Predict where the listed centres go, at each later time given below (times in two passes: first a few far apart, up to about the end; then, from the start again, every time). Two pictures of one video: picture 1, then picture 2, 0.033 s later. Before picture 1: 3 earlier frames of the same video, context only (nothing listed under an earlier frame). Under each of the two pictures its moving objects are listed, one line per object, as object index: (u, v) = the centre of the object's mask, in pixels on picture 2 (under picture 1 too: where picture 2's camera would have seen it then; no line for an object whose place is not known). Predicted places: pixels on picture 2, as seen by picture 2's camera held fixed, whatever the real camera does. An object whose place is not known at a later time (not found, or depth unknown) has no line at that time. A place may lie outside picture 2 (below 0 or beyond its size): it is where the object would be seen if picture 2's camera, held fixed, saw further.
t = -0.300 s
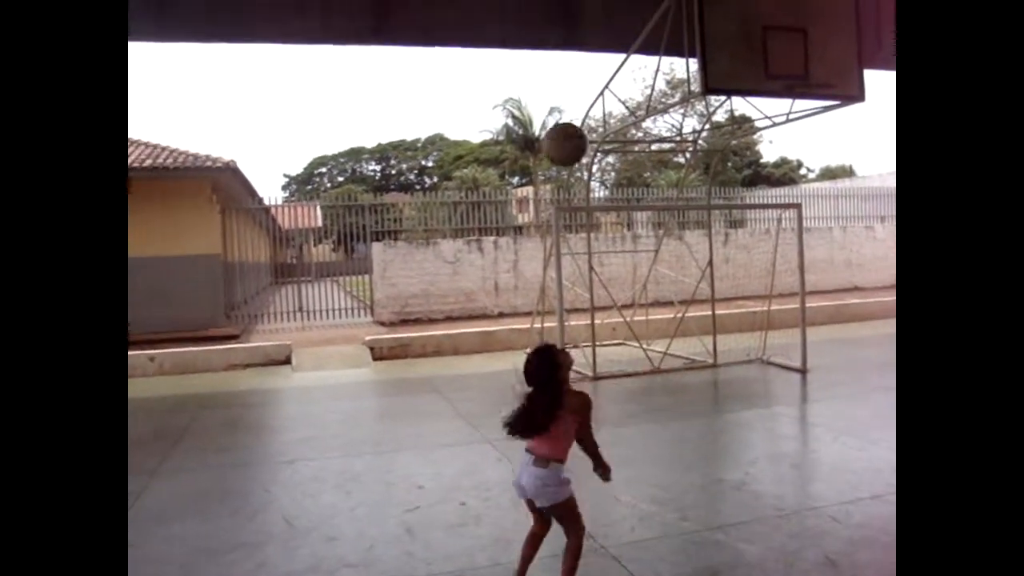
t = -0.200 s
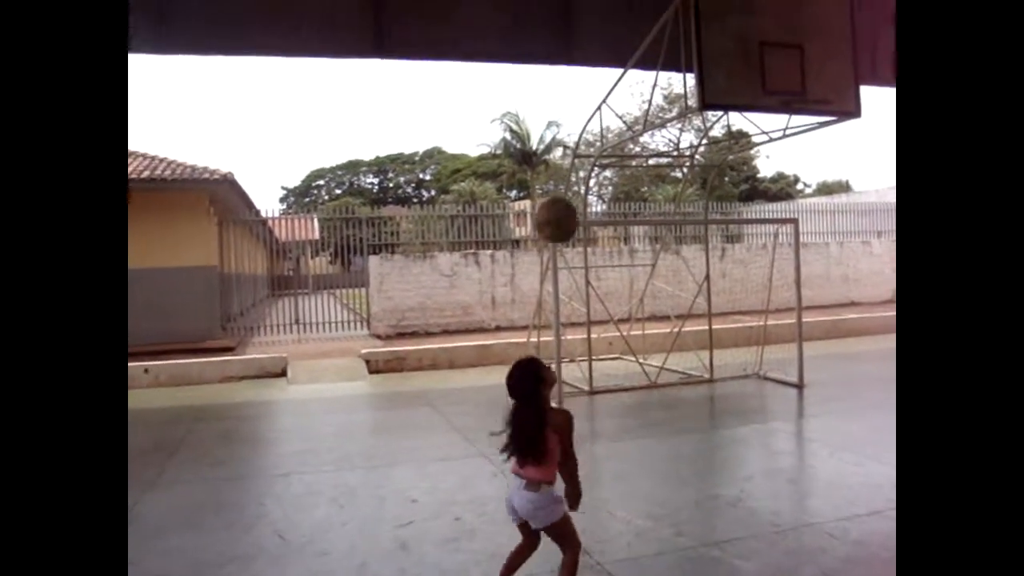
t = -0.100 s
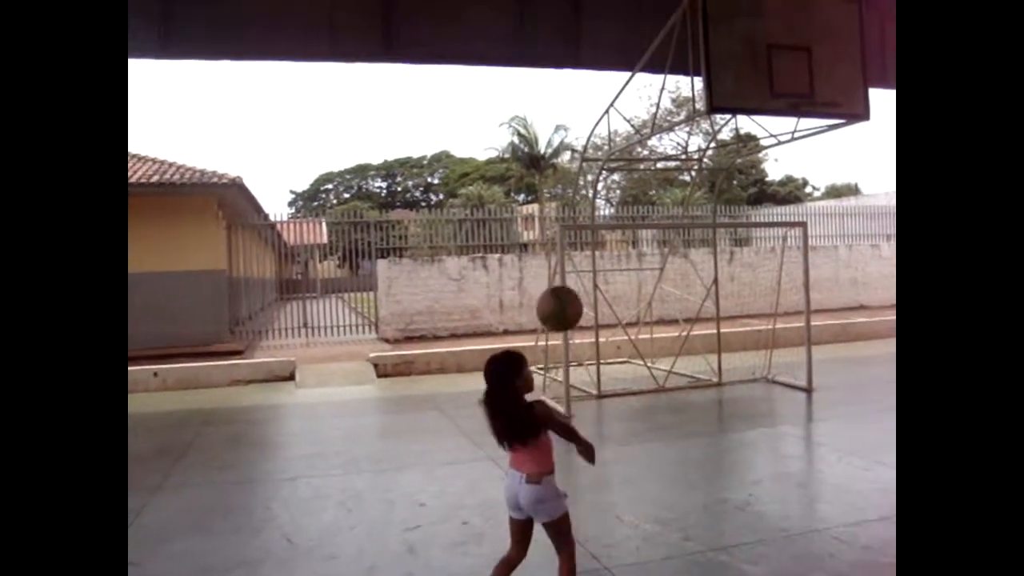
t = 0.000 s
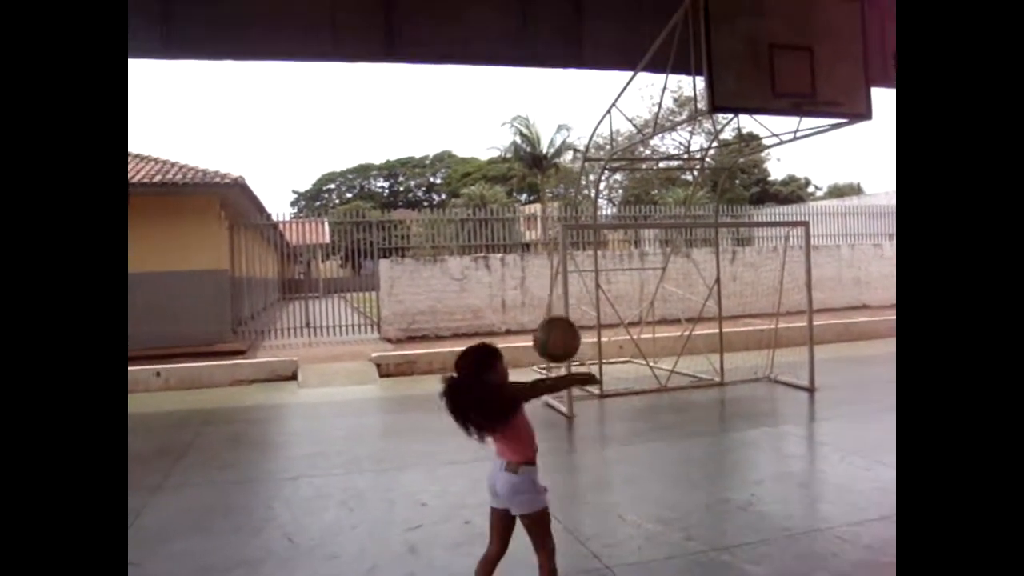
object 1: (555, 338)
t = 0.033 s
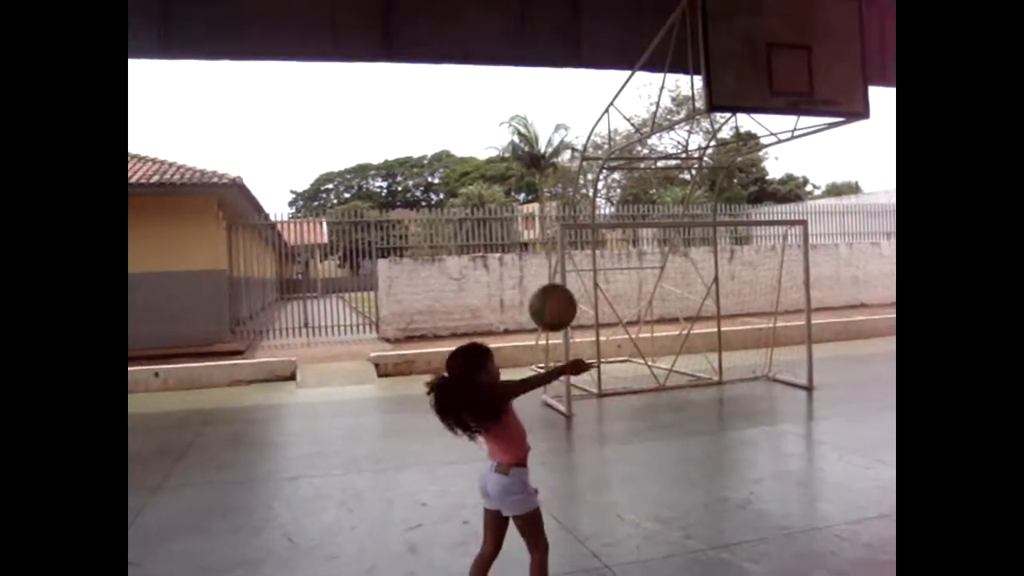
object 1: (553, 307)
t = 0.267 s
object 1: (540, 150)
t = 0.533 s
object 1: (531, 121)
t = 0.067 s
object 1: (550, 278)
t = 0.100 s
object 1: (549, 250)
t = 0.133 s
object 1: (546, 225)
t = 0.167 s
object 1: (545, 203)
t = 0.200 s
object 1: (544, 184)
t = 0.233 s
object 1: (541, 166)
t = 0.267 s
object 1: (540, 150)
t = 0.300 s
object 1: (537, 140)
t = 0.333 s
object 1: (538, 127)
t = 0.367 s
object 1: (536, 120)
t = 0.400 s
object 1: (535, 115)
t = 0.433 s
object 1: (534, 113)
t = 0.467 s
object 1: (533, 113)
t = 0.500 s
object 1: (532, 116)
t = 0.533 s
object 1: (531, 121)
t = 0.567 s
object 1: (530, 129)
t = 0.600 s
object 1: (529, 142)
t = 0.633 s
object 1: (528, 156)
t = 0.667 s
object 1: (527, 174)
